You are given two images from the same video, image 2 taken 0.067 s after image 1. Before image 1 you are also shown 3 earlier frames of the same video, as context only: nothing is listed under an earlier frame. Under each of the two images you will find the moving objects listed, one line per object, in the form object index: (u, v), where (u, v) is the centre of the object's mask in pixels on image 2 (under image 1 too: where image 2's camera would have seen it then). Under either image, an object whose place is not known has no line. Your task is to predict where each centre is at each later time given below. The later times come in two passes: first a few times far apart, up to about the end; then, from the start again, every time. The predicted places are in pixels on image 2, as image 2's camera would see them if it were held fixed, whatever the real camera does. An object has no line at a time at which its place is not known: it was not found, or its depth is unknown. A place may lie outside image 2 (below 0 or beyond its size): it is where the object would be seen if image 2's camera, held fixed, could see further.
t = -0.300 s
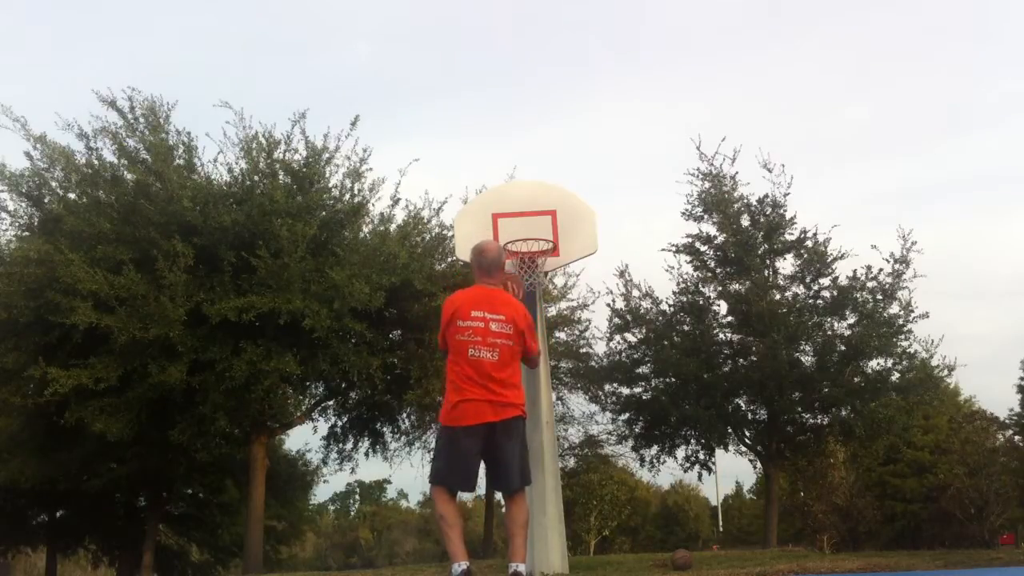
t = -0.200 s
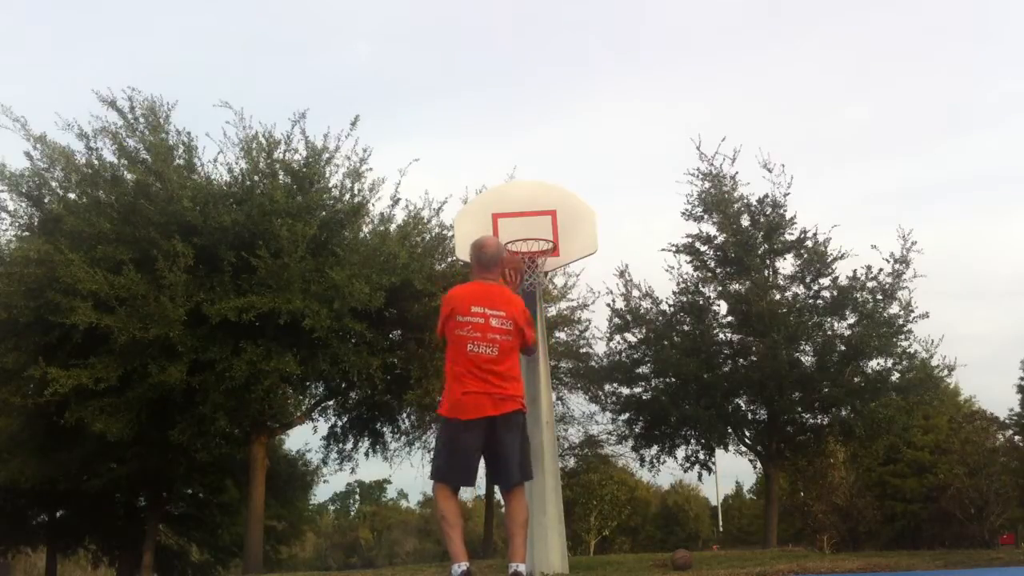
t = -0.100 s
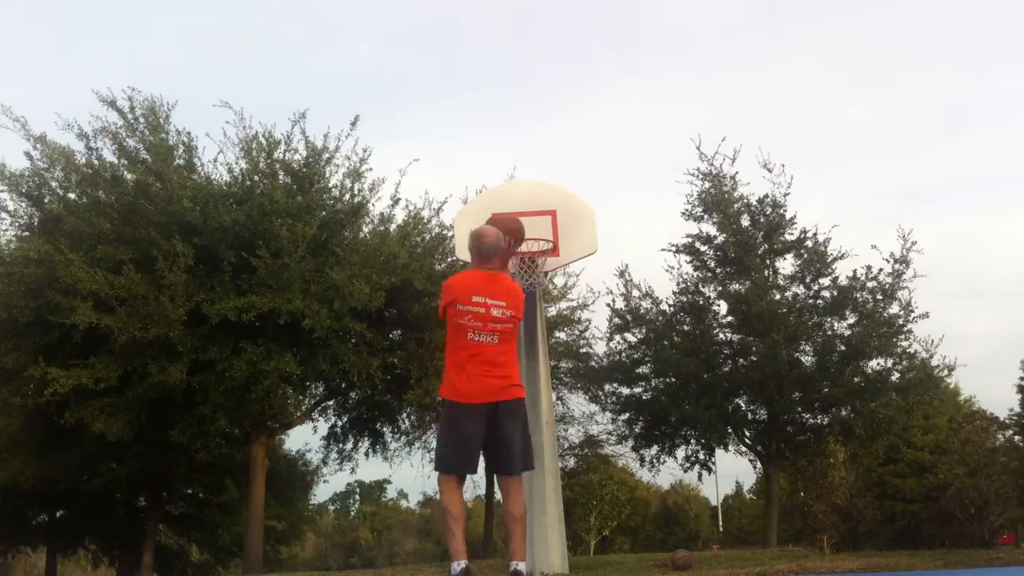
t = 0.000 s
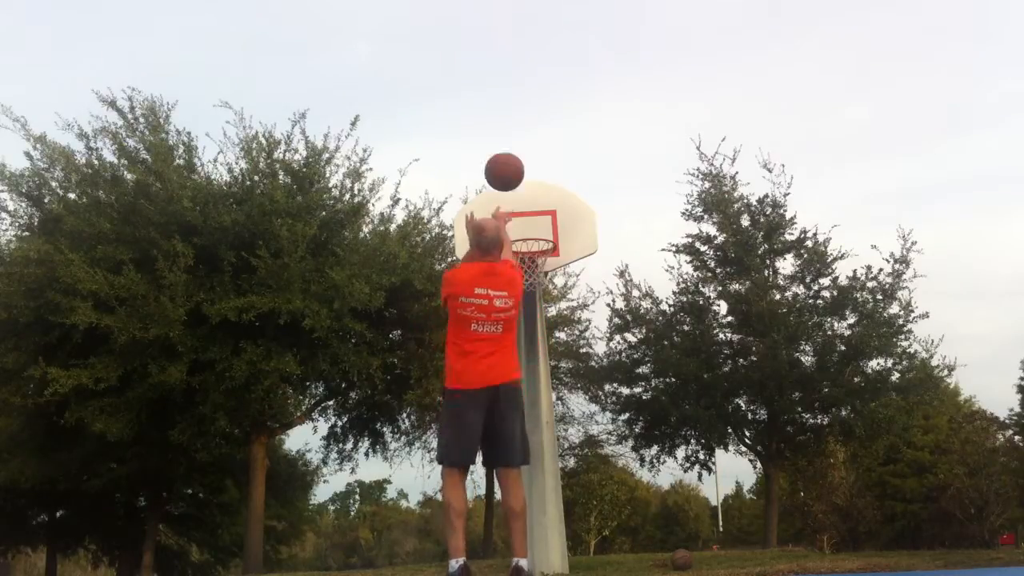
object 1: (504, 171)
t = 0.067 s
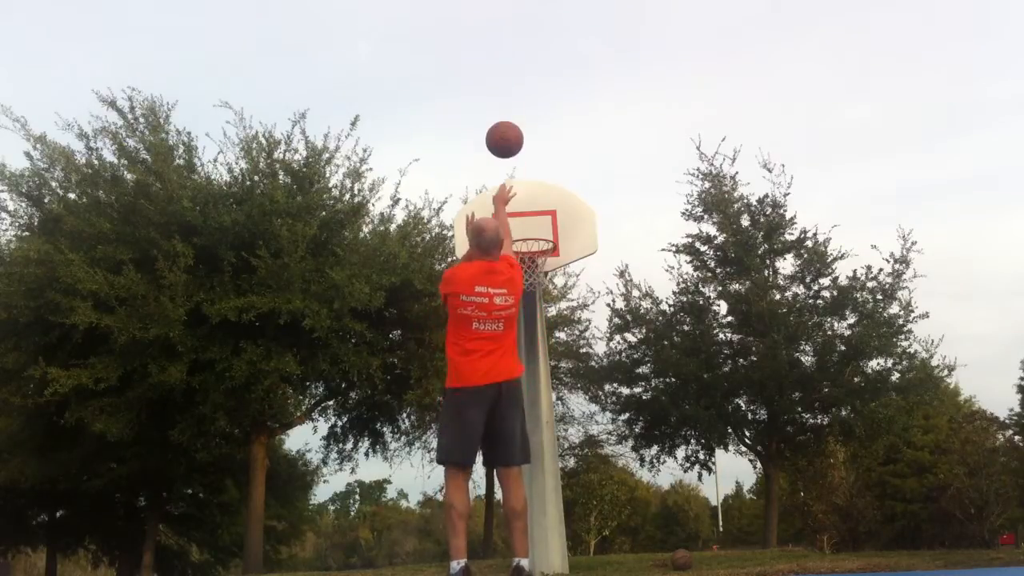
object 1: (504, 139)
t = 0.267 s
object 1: (506, 92)
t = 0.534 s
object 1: (511, 112)
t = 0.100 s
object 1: (504, 127)
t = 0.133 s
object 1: (505, 116)
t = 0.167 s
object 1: (505, 107)
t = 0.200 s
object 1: (506, 100)
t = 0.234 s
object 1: (506, 95)
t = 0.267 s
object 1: (506, 92)
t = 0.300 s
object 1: (507, 90)
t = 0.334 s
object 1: (507, 89)
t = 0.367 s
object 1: (508, 90)
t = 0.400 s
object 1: (508, 92)
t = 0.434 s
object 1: (509, 95)
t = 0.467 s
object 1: (509, 100)
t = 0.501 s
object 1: (510, 105)
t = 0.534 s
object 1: (511, 112)
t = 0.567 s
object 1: (512, 120)
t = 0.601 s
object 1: (512, 128)
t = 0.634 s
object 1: (513, 138)
